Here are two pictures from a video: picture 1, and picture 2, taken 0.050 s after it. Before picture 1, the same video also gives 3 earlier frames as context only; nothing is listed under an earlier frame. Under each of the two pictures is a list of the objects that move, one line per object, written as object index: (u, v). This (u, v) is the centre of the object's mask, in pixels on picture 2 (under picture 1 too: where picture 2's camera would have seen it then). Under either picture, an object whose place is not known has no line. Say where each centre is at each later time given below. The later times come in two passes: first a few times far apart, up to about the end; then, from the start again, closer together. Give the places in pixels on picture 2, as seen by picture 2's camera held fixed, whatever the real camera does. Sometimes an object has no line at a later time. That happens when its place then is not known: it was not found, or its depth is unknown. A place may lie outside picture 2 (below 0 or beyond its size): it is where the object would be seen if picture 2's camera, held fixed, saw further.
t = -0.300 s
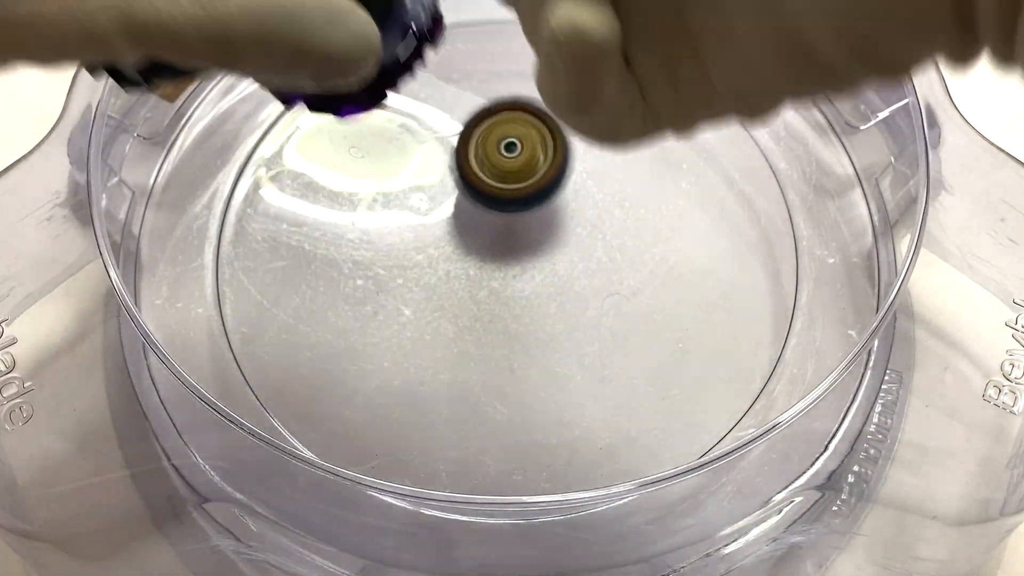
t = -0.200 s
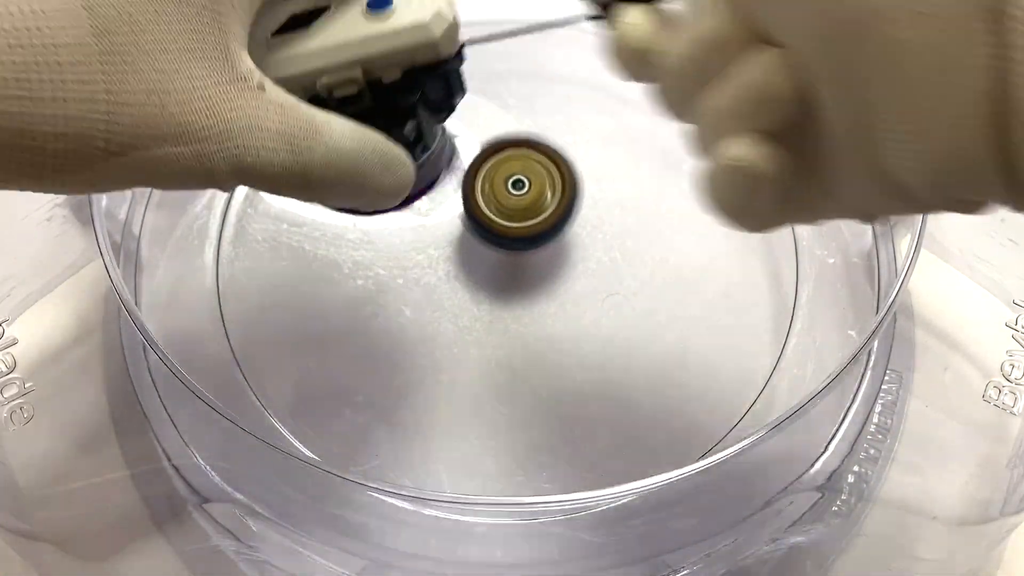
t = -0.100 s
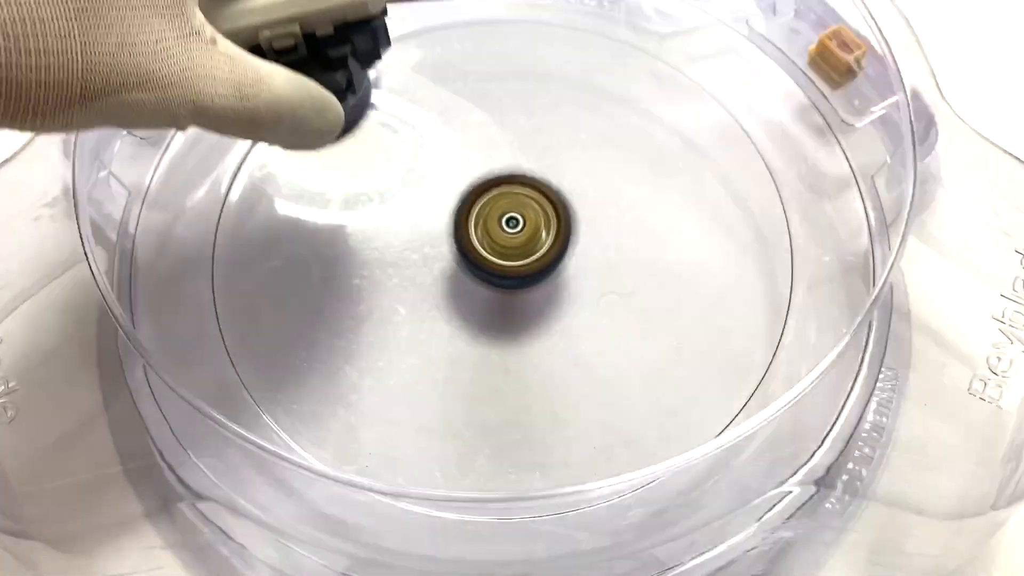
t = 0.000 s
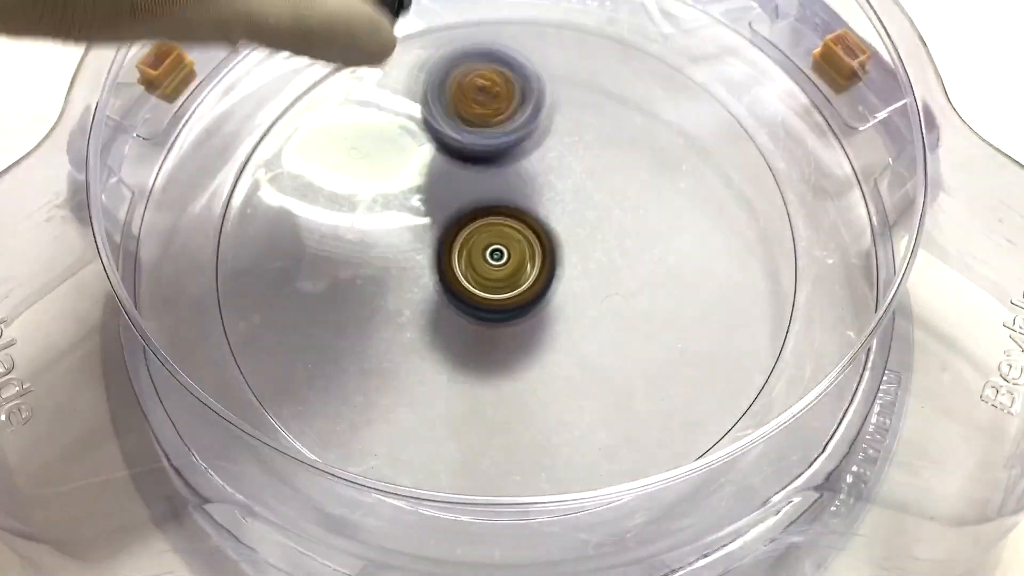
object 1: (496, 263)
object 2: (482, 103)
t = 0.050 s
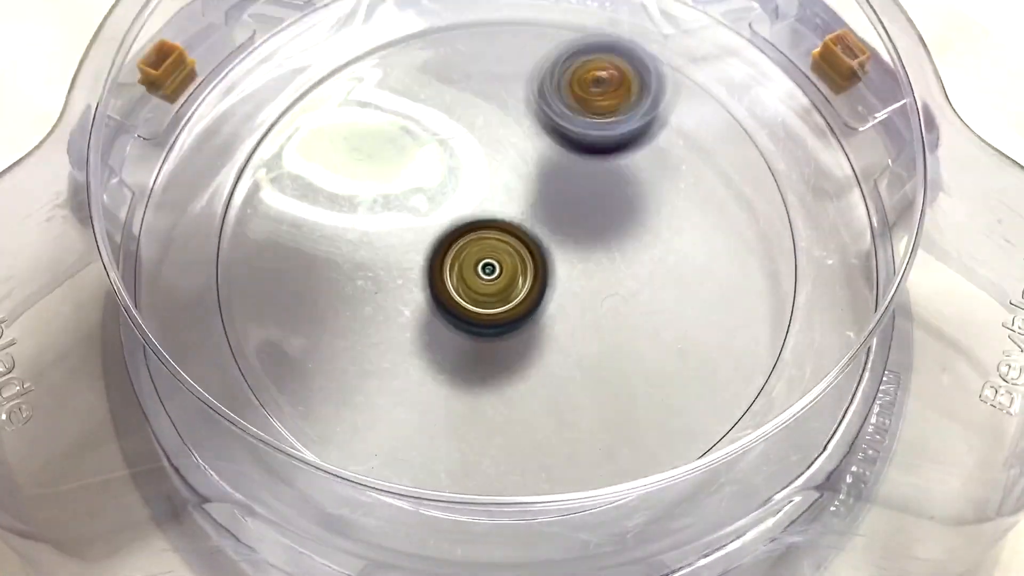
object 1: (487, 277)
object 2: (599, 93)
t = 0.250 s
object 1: (461, 292)
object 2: (807, 257)
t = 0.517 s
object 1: (462, 292)
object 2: (224, 315)
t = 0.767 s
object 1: (487, 294)
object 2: (629, 34)
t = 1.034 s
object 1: (523, 298)
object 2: (464, 487)
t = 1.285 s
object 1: (549, 289)
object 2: (408, 31)
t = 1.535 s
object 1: (566, 270)
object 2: (798, 226)
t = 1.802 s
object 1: (570, 243)
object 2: (221, 308)
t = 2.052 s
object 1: (564, 223)
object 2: (544, 26)
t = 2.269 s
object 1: (549, 210)
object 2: (749, 228)
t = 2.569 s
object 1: (524, 197)
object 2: (349, 434)
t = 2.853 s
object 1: (499, 198)
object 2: (295, 78)
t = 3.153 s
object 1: (480, 212)
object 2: (699, 114)
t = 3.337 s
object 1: (472, 226)
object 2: (751, 338)
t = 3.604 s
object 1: (472, 249)
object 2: (361, 447)
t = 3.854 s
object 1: (482, 272)
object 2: (310, 178)
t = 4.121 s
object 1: (504, 287)
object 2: (599, 101)
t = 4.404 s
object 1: (532, 290)
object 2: (714, 332)
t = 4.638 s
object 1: (553, 281)
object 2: (449, 380)
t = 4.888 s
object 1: (566, 263)
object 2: (421, 164)
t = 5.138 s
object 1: (564, 243)
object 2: (627, 132)
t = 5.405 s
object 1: (501, 308)
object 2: (653, 292)
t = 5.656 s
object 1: (291, 269)
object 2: (583, 320)
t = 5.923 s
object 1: (362, 238)
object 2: (506, 154)
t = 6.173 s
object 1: (452, 248)
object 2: (655, 116)
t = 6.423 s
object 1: (488, 273)
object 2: (627, 262)
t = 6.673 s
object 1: (400, 310)
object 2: (675, 281)
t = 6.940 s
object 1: (378, 325)
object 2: (578, 198)
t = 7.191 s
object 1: (389, 309)
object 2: (597, 96)
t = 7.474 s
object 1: (450, 280)
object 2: (577, 168)
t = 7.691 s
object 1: (382, 430)
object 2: (545, 61)
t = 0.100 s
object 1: (480, 281)
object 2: (717, 89)
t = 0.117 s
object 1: (478, 285)
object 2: (754, 95)
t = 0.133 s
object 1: (474, 288)
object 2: (790, 102)
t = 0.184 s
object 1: (469, 290)
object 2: (813, 153)
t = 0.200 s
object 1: (467, 290)
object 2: (815, 178)
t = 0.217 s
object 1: (464, 292)
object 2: (814, 201)
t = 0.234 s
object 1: (463, 292)
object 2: (812, 229)
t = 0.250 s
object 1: (461, 292)
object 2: (807, 257)
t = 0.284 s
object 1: (460, 292)
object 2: (783, 317)
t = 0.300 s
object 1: (459, 293)
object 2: (763, 347)
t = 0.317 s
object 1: (458, 293)
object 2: (740, 373)
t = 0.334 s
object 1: (458, 293)
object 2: (719, 414)
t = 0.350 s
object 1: (458, 293)
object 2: (688, 437)
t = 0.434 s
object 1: (459, 292)
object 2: (425, 481)
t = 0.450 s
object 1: (460, 292)
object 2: (369, 461)
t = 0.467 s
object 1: (460, 292)
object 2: (319, 432)
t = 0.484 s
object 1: (461, 292)
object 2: (277, 398)
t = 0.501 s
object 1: (461, 292)
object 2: (249, 354)
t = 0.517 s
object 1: (462, 292)
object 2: (224, 315)
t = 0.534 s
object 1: (464, 292)
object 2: (213, 272)
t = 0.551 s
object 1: (465, 292)
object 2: (209, 223)
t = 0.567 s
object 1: (466, 292)
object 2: (219, 182)
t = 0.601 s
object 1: (469, 293)
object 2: (261, 106)
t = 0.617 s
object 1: (470, 293)
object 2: (291, 76)
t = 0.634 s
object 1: (472, 292)
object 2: (325, 50)
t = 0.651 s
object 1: (473, 292)
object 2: (366, 38)
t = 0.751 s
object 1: (485, 294)
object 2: (595, 29)
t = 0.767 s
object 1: (487, 294)
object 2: (629, 34)
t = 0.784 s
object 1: (489, 295)
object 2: (665, 44)
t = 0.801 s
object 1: (491, 295)
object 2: (695, 55)
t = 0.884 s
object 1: (503, 297)
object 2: (796, 212)
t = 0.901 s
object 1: (506, 298)
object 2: (797, 255)
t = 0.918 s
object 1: (508, 298)
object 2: (795, 295)
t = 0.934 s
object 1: (510, 298)
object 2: (771, 340)
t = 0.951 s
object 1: (512, 298)
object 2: (737, 377)
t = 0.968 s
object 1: (514, 298)
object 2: (698, 420)
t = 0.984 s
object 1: (516, 298)
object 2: (654, 456)
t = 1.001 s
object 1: (519, 298)
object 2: (596, 479)
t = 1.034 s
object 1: (523, 298)
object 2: (464, 487)
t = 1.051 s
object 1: (525, 298)
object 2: (401, 477)
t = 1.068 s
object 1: (527, 297)
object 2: (342, 451)
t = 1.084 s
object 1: (529, 297)
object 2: (297, 420)
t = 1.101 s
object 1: (531, 296)
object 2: (265, 370)
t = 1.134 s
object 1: (535, 295)
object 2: (216, 292)
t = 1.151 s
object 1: (537, 295)
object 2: (208, 245)
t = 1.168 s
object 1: (538, 295)
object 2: (213, 204)
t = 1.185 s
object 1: (540, 294)
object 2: (227, 163)
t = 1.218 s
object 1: (544, 292)
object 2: (272, 98)
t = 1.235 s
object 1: (545, 292)
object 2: (302, 65)
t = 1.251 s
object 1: (547, 291)
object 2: (336, 49)
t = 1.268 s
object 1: (548, 290)
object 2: (374, 39)
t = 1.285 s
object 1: (549, 289)
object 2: (408, 31)
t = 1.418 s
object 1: (559, 279)
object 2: (672, 47)
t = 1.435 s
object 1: (560, 278)
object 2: (697, 57)
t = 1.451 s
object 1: (561, 277)
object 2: (722, 77)
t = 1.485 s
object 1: (563, 274)
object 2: (762, 127)
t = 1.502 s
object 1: (564, 273)
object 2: (778, 155)
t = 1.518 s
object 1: (565, 272)
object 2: (790, 184)
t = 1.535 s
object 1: (566, 270)
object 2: (798, 226)
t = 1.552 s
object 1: (566, 269)
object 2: (801, 259)
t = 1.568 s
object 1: (567, 267)
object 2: (789, 305)
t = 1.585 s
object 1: (567, 265)
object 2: (772, 338)
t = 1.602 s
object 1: (567, 264)
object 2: (745, 370)
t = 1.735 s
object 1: (570, 249)
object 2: (344, 457)
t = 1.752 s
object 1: (570, 248)
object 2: (302, 427)
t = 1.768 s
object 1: (569, 246)
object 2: (273, 379)
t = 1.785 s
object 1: (570, 245)
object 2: (242, 346)
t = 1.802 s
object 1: (570, 243)
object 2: (221, 308)
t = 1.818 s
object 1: (570, 242)
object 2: (211, 268)
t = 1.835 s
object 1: (569, 241)
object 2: (208, 228)
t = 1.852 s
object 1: (568, 239)
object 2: (216, 192)
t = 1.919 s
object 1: (568, 234)
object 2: (300, 70)
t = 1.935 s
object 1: (568, 233)
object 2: (330, 52)
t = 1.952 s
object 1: (568, 232)
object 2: (362, 42)
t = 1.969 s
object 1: (567, 231)
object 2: (394, 34)
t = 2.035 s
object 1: (564, 225)
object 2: (516, 25)
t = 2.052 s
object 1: (564, 223)
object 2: (544, 26)
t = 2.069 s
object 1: (563, 222)
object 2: (571, 28)
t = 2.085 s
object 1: (562, 221)
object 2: (595, 31)
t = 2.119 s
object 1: (560, 219)
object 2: (643, 42)
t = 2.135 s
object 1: (559, 218)
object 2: (665, 51)
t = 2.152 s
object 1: (558, 218)
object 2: (688, 67)
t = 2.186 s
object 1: (556, 215)
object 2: (722, 105)
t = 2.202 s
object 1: (554, 214)
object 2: (733, 127)
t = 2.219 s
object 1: (553, 213)
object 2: (742, 151)
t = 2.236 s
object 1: (552, 212)
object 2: (747, 177)
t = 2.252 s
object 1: (551, 210)
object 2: (750, 203)
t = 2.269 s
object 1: (549, 210)
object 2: (749, 228)
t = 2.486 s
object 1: (531, 199)
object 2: (494, 442)
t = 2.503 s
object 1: (530, 199)
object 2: (465, 444)
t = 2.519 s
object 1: (528, 199)
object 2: (433, 456)
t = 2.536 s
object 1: (527, 198)
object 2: (404, 455)
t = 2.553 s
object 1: (525, 198)
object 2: (373, 451)
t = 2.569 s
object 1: (524, 197)
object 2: (349, 434)
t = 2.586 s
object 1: (522, 197)
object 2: (322, 423)
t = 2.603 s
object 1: (521, 197)
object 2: (306, 398)
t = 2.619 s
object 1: (520, 196)
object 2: (281, 383)
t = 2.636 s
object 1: (518, 196)
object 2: (257, 366)
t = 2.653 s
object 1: (516, 196)
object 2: (244, 342)
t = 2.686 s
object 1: (514, 196)
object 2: (221, 292)
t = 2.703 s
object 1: (512, 196)
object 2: (214, 266)
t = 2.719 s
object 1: (510, 196)
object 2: (213, 242)
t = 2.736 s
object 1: (509, 196)
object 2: (216, 216)
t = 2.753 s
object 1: (508, 196)
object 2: (222, 191)
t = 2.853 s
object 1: (499, 198)
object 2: (295, 78)
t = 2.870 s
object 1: (498, 198)
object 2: (313, 63)
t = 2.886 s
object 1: (497, 198)
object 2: (339, 51)
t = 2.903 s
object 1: (496, 198)
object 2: (364, 43)
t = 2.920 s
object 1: (495, 199)
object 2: (388, 38)
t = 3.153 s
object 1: (480, 212)
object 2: (699, 114)
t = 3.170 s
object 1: (479, 213)
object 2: (708, 132)
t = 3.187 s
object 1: (479, 214)
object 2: (721, 152)
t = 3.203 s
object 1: (478, 216)
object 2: (732, 171)
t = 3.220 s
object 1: (477, 217)
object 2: (745, 191)
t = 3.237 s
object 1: (476, 218)
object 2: (747, 210)
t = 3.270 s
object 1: (474, 220)
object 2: (755, 251)
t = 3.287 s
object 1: (473, 222)
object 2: (757, 271)
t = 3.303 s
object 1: (473, 223)
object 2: (758, 294)
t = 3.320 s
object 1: (472, 224)
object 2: (756, 316)
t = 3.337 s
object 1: (472, 226)
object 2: (751, 338)
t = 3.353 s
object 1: (471, 227)
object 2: (741, 357)
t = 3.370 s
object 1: (470, 228)
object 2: (725, 373)
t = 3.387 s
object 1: (470, 230)
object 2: (709, 389)
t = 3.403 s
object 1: (469, 230)
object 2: (684, 402)
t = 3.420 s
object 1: (470, 232)
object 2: (658, 415)
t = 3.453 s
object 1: (470, 235)
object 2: (606, 435)
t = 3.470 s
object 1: (470, 237)
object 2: (580, 442)
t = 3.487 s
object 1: (470, 238)
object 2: (555, 463)
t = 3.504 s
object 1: (470, 239)
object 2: (528, 470)
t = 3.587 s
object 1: (472, 247)
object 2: (384, 458)
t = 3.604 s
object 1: (472, 249)
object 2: (361, 447)
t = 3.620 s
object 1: (472, 250)
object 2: (338, 434)
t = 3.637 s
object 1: (472, 252)
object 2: (318, 417)
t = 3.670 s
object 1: (474, 255)
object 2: (287, 376)
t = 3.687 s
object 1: (475, 257)
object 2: (276, 360)
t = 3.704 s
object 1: (476, 259)
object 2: (266, 343)
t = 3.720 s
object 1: (476, 261)
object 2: (262, 322)
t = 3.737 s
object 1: (477, 262)
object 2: (259, 301)
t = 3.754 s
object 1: (477, 263)
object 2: (259, 280)
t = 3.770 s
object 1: (479, 265)
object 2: (264, 265)
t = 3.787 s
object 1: (479, 266)
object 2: (270, 245)
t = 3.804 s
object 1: (480, 268)
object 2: (277, 226)
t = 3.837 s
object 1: (482, 271)
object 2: (297, 192)
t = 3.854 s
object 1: (482, 272)
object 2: (310, 178)
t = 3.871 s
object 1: (484, 272)
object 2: (325, 164)
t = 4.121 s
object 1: (504, 287)
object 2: (599, 101)
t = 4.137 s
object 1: (505, 288)
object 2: (616, 108)
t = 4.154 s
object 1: (506, 288)
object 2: (632, 114)
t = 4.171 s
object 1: (507, 289)
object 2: (649, 123)
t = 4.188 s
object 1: (509, 289)
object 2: (662, 131)
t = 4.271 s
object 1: (518, 290)
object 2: (723, 196)
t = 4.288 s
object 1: (520, 290)
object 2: (730, 213)
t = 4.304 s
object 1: (522, 290)
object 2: (737, 229)
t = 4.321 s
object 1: (524, 291)
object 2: (739, 246)
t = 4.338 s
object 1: (526, 291)
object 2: (734, 264)
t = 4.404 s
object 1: (532, 290)
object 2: (714, 332)
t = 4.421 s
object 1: (534, 290)
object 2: (707, 348)
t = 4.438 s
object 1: (536, 290)
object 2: (689, 362)
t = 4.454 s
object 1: (538, 289)
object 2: (673, 375)
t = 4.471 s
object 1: (539, 288)
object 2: (661, 388)
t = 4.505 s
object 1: (543, 287)
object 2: (620, 405)
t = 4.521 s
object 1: (544, 287)
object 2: (598, 410)
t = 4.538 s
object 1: (546, 286)
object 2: (573, 411)
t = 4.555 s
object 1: (547, 284)
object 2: (550, 412)
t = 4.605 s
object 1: (551, 282)
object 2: (486, 398)
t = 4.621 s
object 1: (553, 282)
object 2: (466, 389)
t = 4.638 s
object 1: (553, 281)
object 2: (449, 380)
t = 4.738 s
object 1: (560, 274)
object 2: (383, 291)
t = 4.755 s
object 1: (561, 274)
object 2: (381, 279)
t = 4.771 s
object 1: (562, 272)
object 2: (380, 261)
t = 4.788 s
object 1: (562, 271)
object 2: (380, 245)
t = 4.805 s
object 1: (564, 269)
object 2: (384, 231)
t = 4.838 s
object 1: (564, 267)
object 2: (394, 201)
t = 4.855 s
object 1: (564, 266)
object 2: (401, 186)
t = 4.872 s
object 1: (565, 264)
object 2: (410, 175)
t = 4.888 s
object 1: (566, 263)
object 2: (421, 164)
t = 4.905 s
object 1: (567, 261)
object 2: (432, 152)
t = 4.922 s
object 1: (567, 260)
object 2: (443, 141)
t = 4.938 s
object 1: (567, 259)
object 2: (456, 132)
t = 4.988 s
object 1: (568, 255)
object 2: (500, 114)
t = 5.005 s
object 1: (568, 254)
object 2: (515, 110)
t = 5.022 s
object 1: (567, 253)
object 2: (530, 107)
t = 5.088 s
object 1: (566, 248)
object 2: (587, 112)
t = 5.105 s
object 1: (565, 246)
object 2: (602, 118)
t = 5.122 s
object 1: (564, 244)
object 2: (621, 125)
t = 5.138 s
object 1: (564, 243)
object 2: (627, 132)
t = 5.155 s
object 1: (564, 242)
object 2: (639, 143)
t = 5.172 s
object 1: (560, 249)
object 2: (652, 147)
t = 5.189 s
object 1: (553, 262)
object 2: (663, 148)
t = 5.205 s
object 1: (546, 273)
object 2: (675, 151)
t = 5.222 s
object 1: (541, 282)
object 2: (685, 157)
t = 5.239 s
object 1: (536, 289)
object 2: (692, 163)
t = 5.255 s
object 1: (531, 295)
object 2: (700, 173)
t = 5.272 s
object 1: (526, 299)
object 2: (708, 186)
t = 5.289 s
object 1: (522, 303)
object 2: (705, 197)
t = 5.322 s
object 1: (514, 308)
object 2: (702, 228)
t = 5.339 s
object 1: (511, 309)
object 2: (696, 241)
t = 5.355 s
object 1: (508, 309)
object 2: (688, 255)
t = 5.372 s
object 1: (506, 309)
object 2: (679, 270)
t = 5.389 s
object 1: (503, 309)
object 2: (667, 280)
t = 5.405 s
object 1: (501, 308)
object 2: (653, 292)
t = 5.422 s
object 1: (496, 308)
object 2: (641, 299)
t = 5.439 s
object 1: (467, 312)
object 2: (651, 300)
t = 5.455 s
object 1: (440, 316)
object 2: (656, 300)
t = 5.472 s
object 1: (416, 315)
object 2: (661, 301)
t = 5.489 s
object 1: (393, 313)
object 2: (665, 303)
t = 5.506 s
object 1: (374, 312)
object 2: (663, 305)
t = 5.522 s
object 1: (355, 311)
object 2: (662, 309)
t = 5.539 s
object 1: (339, 307)
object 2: (654, 312)
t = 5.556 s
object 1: (327, 303)
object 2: (646, 317)
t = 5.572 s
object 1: (316, 298)
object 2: (637, 318)
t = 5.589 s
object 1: (307, 292)
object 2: (631, 323)
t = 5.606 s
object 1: (301, 286)
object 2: (615, 323)
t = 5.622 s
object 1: (296, 280)
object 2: (603, 324)
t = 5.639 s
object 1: (292, 275)
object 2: (591, 322)
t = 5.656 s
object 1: (291, 269)
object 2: (583, 320)
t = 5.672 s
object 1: (292, 265)
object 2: (570, 314)
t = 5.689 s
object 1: (293, 261)
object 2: (557, 309)
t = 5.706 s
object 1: (295, 256)
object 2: (545, 301)
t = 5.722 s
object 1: (298, 253)
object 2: (534, 294)
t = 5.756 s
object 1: (306, 248)
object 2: (516, 274)
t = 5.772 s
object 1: (310, 245)
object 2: (509, 261)
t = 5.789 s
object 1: (315, 244)
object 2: (504, 251)
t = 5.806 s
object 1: (320, 242)
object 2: (498, 238)
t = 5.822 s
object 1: (325, 241)
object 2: (497, 227)
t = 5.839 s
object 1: (332, 240)
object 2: (493, 213)
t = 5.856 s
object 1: (338, 239)
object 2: (494, 202)
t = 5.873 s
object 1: (343, 238)
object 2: (494, 188)
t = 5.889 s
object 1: (350, 238)
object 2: (498, 177)
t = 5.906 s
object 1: (356, 238)
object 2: (497, 165)
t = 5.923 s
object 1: (362, 238)
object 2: (506, 154)
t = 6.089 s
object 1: (423, 244)
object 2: (601, 95)
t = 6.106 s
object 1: (428, 244)
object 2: (615, 97)
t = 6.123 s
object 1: (435, 245)
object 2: (623, 98)
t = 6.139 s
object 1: (441, 247)
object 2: (635, 102)
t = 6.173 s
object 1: (452, 248)
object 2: (655, 116)
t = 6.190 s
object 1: (458, 249)
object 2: (661, 121)
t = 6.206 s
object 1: (462, 251)
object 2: (667, 131)
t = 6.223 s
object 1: (468, 251)
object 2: (673, 141)
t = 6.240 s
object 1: (473, 252)
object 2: (676, 154)
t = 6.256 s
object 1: (478, 253)
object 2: (678, 162)
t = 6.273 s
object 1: (482, 254)
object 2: (677, 176)
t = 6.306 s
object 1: (491, 255)
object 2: (666, 201)
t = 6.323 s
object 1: (495, 256)
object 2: (664, 213)
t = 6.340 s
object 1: (499, 256)
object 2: (655, 227)
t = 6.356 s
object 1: (503, 258)
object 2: (645, 239)
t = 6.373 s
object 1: (501, 264)
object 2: (636, 244)
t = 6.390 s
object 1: (495, 270)
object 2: (635, 251)
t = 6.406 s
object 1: (492, 272)
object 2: (630, 257)
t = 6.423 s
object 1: (488, 273)
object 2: (627, 262)
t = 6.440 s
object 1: (470, 284)
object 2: (640, 258)
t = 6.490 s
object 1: (425, 302)
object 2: (669, 251)
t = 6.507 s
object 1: (414, 305)
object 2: (671, 252)
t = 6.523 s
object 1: (405, 309)
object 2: (674, 251)
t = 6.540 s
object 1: (397, 313)
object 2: (681, 254)
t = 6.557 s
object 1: (392, 314)
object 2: (691, 256)
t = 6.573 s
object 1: (390, 314)
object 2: (686, 258)
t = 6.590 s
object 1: (390, 314)
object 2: (687, 263)
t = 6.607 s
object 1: (391, 313)
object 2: (689, 268)
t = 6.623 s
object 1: (393, 313)
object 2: (687, 271)
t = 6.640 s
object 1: (394, 312)
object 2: (683, 274)
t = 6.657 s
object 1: (398, 311)
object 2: (681, 280)
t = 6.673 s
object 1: (400, 310)
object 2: (675, 281)
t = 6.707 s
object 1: (408, 307)
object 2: (659, 287)
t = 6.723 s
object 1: (411, 305)
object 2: (652, 288)
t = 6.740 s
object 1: (416, 304)
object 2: (641, 287)
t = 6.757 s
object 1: (419, 303)
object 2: (631, 287)
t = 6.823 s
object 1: (436, 298)
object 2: (595, 276)
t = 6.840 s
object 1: (439, 297)
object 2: (584, 271)
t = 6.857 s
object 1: (435, 298)
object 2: (579, 260)
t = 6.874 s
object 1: (421, 304)
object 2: (580, 247)
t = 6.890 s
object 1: (406, 312)
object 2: (581, 233)
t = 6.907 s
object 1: (394, 320)
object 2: (581, 221)
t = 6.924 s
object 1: (384, 325)
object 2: (579, 210)
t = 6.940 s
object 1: (378, 325)
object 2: (578, 198)
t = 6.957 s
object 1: (374, 324)
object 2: (576, 189)
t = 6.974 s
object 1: (373, 322)
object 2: (574, 178)
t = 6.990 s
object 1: (371, 323)
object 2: (574, 170)
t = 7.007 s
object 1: (371, 323)
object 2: (574, 162)
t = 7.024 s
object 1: (373, 323)
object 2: (575, 153)
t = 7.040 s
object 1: (373, 320)
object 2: (575, 146)
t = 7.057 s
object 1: (375, 317)
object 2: (575, 137)
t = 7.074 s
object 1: (375, 317)
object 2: (576, 131)
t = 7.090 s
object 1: (377, 316)
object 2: (578, 125)
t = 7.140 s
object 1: (382, 313)
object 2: (586, 107)
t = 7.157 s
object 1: (384, 311)
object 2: (589, 103)
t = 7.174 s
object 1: (386, 310)
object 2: (592, 99)
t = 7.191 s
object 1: (389, 309)
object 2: (597, 96)
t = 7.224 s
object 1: (394, 306)
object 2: (606, 92)
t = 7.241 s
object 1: (397, 305)
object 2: (610, 91)
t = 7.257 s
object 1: (400, 304)
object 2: (612, 93)
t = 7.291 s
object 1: (408, 301)
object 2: (618, 99)
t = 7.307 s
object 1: (411, 299)
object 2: (620, 101)
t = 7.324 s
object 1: (415, 297)
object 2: (620, 106)
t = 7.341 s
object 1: (419, 295)
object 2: (618, 110)
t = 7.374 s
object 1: (427, 292)
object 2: (613, 123)
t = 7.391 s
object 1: (431, 289)
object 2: (612, 132)
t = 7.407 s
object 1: (435, 288)
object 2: (606, 139)
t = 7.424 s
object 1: (439, 286)
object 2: (601, 144)
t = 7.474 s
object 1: (450, 280)
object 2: (577, 168)
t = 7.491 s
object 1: (454, 278)
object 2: (568, 177)
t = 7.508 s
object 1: (458, 276)
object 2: (559, 181)
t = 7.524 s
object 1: (459, 277)
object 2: (549, 183)
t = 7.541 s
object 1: (447, 302)
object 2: (548, 164)
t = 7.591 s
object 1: (412, 372)
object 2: (544, 114)
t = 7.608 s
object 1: (403, 388)
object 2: (543, 102)
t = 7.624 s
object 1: (395, 404)
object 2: (542, 91)
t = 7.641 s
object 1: (390, 417)
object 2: (542, 82)
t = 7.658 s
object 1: (386, 425)
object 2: (543, 74)
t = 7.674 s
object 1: (384, 428)
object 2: (543, 67)
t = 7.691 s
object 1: (382, 430)
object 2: (545, 61)
